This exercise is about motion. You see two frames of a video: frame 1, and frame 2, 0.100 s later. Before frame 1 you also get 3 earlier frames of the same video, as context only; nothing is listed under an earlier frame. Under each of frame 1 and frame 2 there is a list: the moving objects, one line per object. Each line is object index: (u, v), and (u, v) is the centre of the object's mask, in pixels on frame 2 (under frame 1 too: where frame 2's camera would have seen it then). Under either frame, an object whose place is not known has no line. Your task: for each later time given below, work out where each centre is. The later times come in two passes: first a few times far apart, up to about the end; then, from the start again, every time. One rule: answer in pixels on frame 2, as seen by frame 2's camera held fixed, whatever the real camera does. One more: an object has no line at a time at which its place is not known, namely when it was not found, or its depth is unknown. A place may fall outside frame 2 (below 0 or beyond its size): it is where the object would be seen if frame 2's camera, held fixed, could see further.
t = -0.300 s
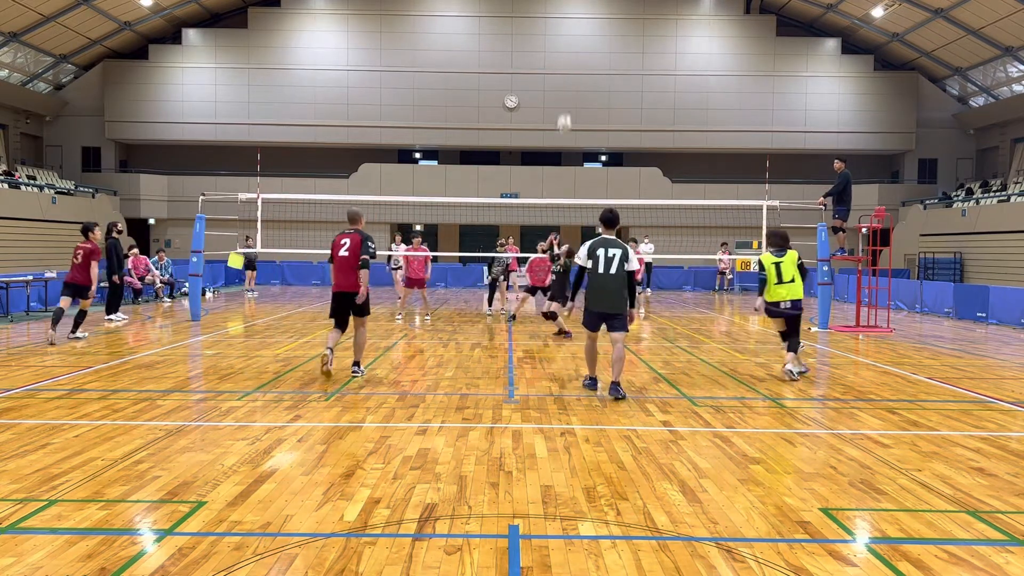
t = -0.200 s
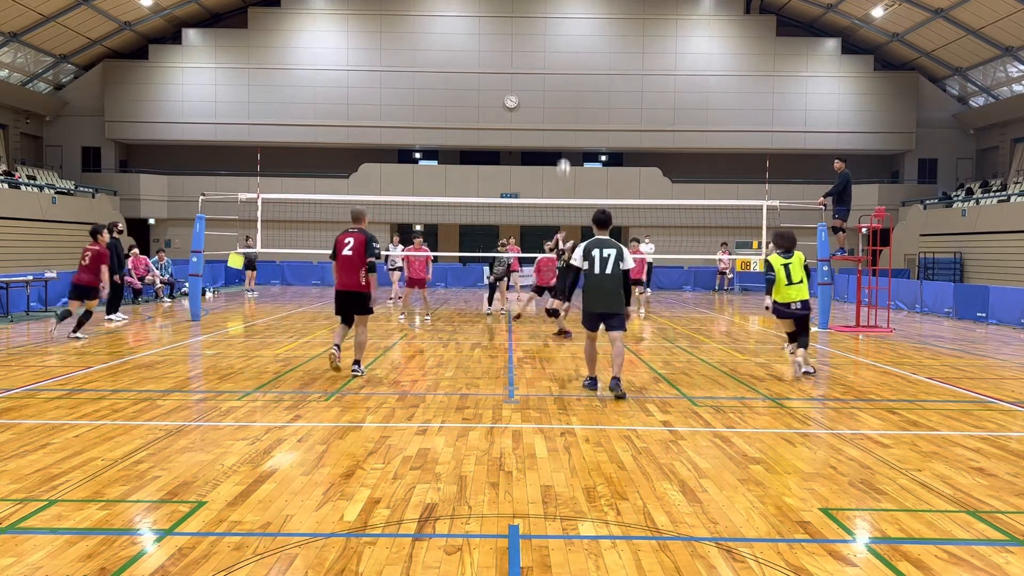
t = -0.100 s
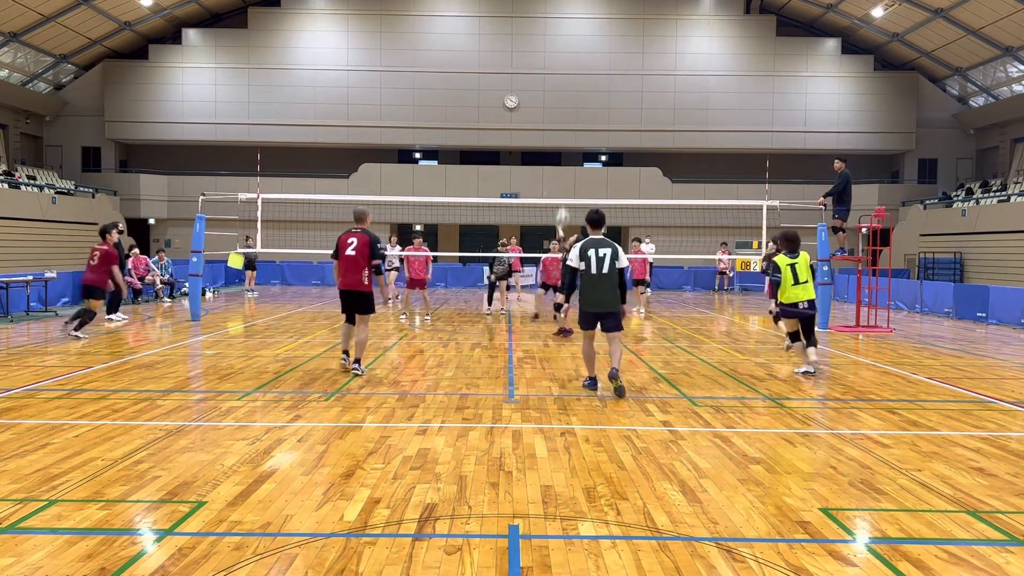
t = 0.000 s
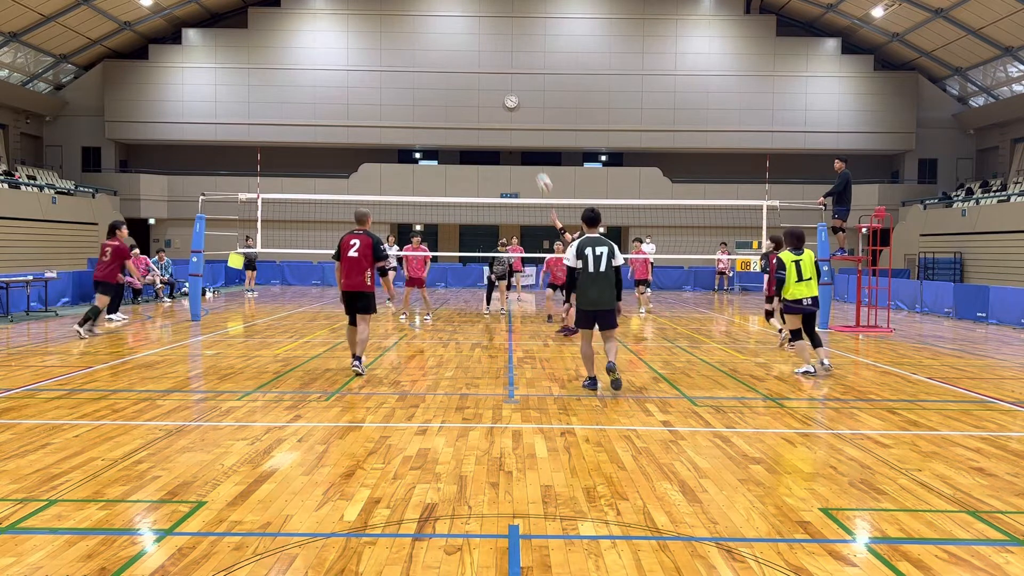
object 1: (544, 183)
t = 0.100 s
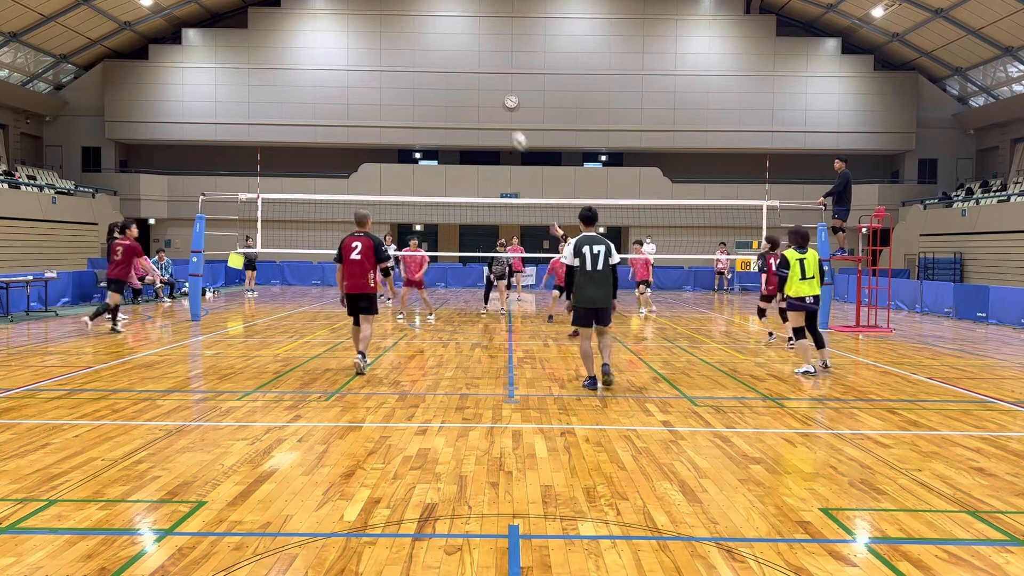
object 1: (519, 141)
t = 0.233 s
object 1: (487, 95)
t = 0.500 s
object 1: (425, 44)
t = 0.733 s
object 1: (374, 38)
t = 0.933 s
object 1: (332, 61)
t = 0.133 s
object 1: (511, 128)
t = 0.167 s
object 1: (503, 115)
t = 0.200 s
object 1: (495, 104)
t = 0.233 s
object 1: (487, 95)
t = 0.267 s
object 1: (478, 86)
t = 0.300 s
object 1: (470, 77)
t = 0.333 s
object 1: (463, 70)
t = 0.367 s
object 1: (455, 64)
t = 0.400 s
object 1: (447, 58)
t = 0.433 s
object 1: (440, 53)
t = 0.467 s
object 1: (433, 48)
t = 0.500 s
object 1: (425, 44)
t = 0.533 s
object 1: (418, 41)
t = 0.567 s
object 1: (411, 39)
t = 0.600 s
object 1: (403, 38)
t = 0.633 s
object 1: (395, 37)
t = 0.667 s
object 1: (389, 36)
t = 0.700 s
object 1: (381, 37)
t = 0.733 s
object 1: (374, 38)
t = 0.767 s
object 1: (366, 40)
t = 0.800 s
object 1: (359, 44)
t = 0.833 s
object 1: (352, 46)
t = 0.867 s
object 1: (347, 51)
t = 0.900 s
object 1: (340, 56)
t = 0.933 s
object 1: (332, 61)
